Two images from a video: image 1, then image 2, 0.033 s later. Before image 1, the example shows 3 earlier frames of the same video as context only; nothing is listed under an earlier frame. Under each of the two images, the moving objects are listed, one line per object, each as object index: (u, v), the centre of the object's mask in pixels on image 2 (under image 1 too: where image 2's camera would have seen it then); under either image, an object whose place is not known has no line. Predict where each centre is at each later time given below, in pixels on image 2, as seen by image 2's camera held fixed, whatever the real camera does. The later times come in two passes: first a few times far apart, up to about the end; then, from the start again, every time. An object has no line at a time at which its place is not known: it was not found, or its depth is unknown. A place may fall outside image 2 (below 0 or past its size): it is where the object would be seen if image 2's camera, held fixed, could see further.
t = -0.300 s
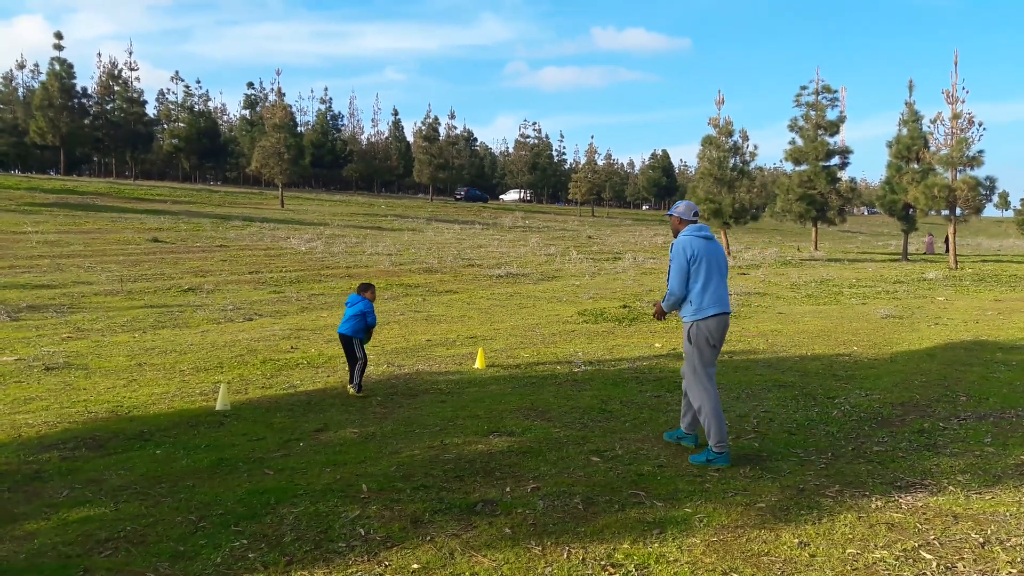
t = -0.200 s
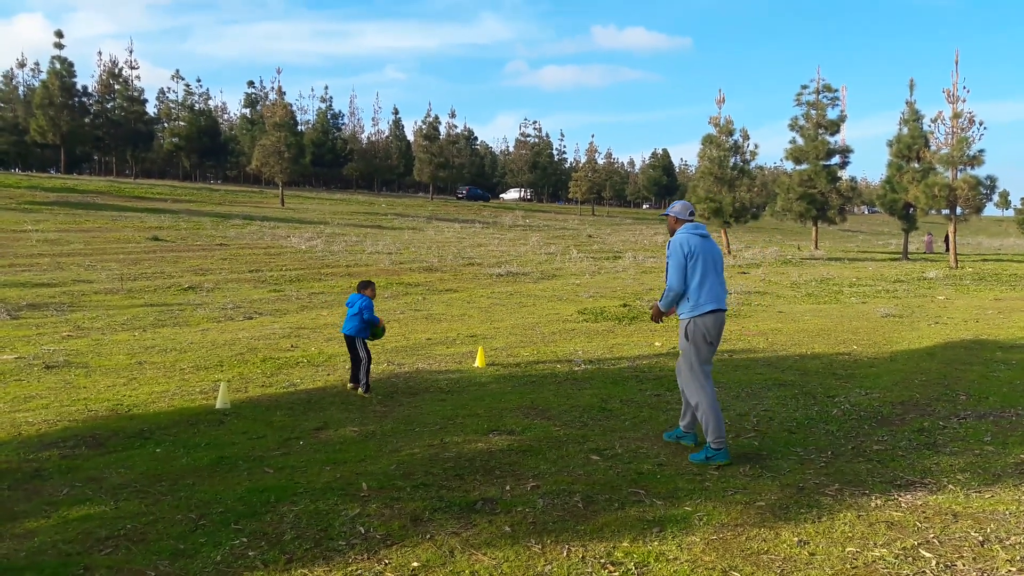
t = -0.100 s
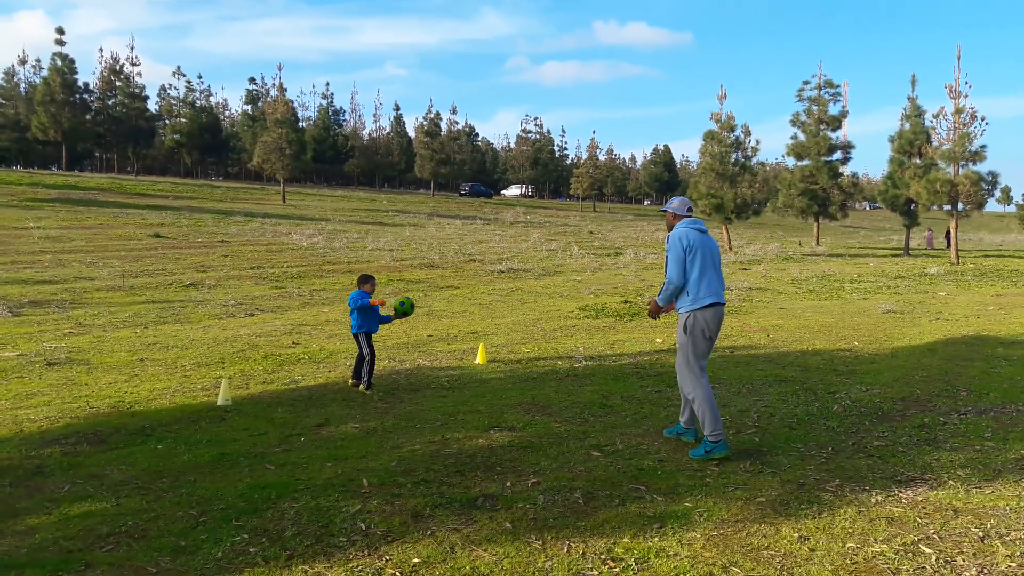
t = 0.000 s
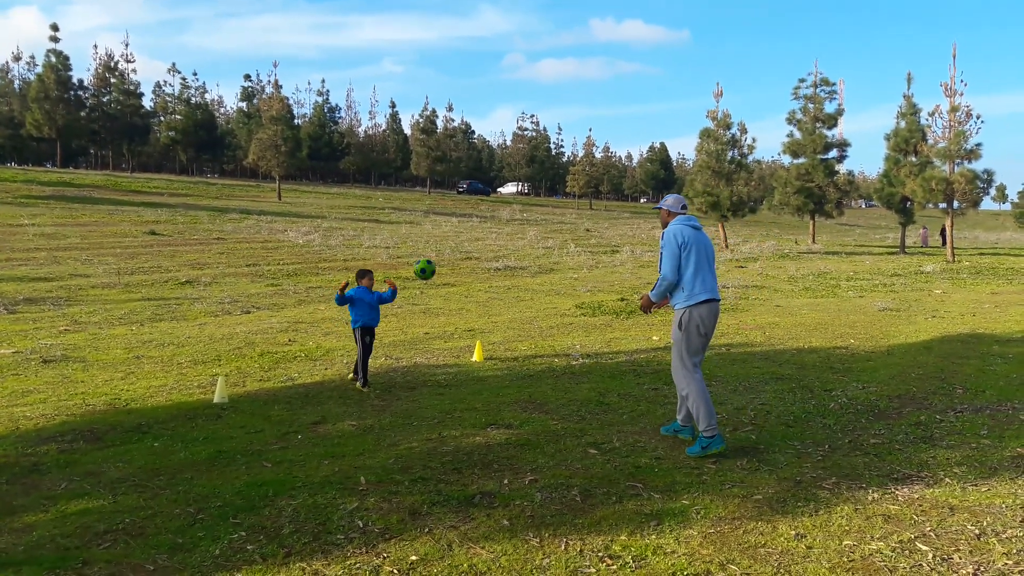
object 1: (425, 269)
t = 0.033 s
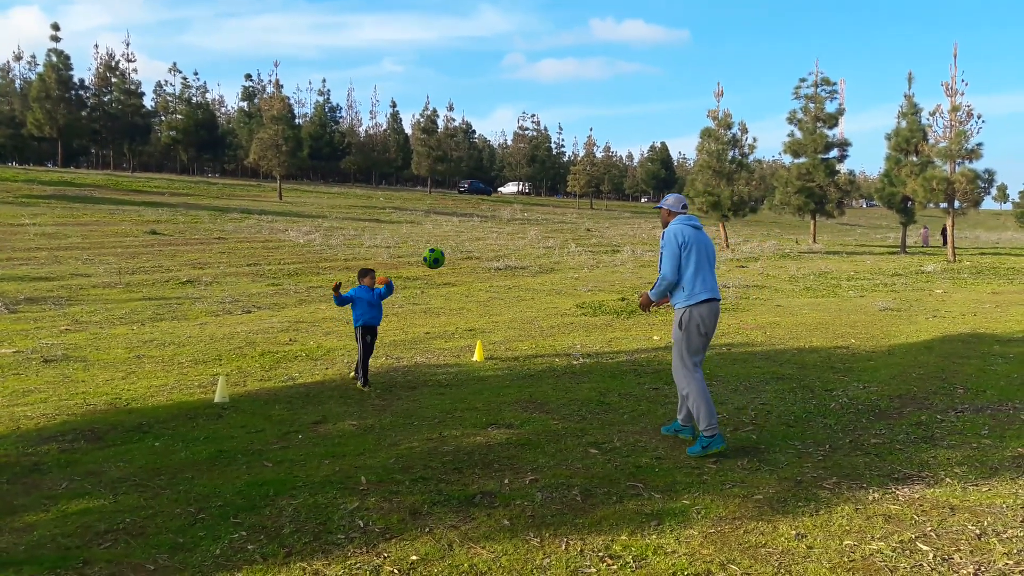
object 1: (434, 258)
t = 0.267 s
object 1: (497, 208)
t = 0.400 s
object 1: (538, 202)
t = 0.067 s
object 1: (442, 248)
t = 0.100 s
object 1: (451, 239)
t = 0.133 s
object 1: (460, 230)
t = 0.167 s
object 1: (469, 223)
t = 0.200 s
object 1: (478, 217)
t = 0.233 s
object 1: (487, 212)
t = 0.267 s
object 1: (497, 208)
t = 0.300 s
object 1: (507, 205)
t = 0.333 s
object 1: (517, 202)
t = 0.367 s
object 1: (527, 202)
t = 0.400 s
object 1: (538, 202)
